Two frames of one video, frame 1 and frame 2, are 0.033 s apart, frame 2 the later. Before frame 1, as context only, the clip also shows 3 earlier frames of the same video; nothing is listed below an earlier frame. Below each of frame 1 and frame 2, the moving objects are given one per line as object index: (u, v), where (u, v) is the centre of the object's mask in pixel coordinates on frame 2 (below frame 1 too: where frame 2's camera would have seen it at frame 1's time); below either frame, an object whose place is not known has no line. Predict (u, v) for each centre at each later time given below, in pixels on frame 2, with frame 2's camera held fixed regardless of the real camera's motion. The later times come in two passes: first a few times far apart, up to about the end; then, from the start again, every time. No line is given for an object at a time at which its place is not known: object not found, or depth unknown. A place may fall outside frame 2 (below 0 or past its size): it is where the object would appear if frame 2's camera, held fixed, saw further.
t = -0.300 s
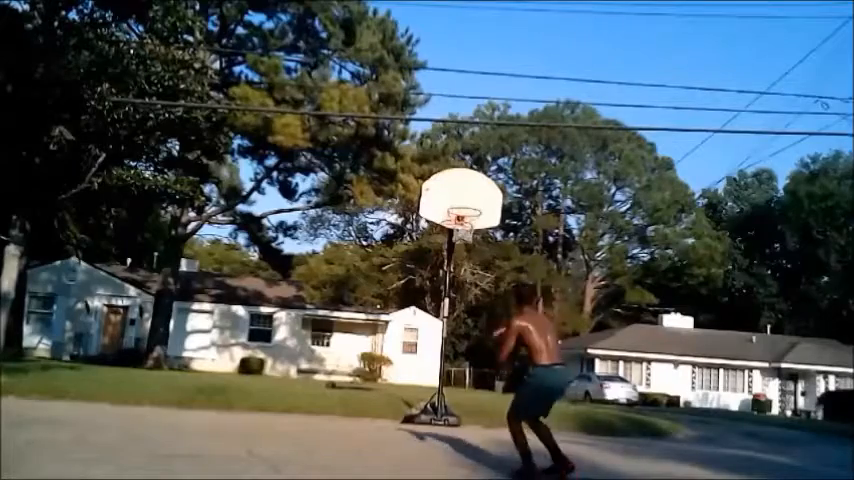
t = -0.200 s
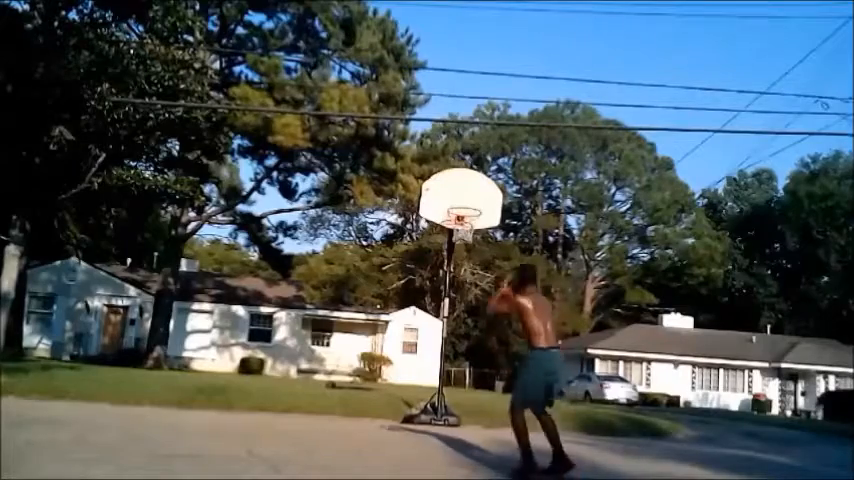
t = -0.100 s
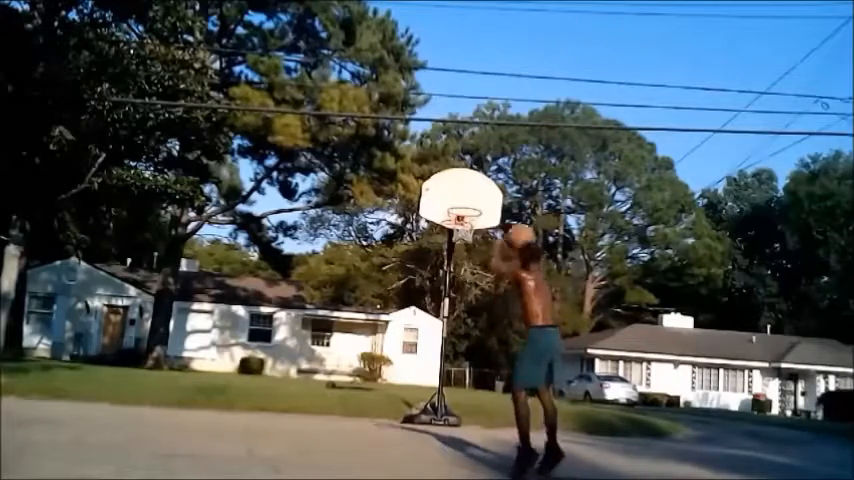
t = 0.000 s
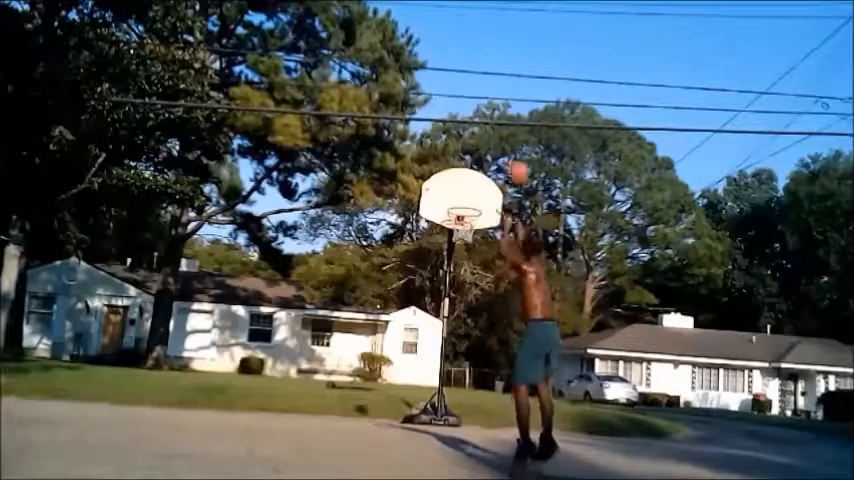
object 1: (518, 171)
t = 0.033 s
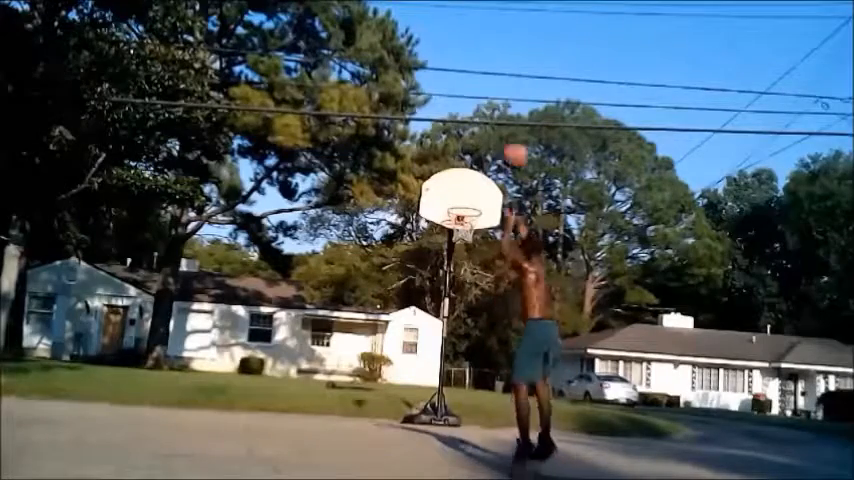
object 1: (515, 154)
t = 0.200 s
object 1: (506, 92)
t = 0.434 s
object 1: (496, 60)
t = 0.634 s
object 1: (487, 69)
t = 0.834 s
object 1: (478, 107)
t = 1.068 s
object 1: (466, 181)
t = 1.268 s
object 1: (459, 248)
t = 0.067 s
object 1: (515, 137)
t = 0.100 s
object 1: (511, 123)
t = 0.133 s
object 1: (508, 114)
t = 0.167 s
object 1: (507, 102)
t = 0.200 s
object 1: (506, 92)
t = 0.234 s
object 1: (504, 84)
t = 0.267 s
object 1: (502, 77)
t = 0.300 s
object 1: (501, 72)
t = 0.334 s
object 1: (500, 66)
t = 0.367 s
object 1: (499, 63)
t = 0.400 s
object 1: (497, 61)
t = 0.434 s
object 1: (496, 60)
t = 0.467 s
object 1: (494, 60)
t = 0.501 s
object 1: (493, 60)
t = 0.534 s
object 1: (492, 61)
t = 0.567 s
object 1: (490, 63)
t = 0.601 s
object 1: (488, 66)
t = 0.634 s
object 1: (487, 69)
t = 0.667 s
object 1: (485, 74)
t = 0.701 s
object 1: (483, 80)
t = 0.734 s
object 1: (482, 87)
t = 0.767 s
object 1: (480, 93)
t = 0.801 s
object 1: (478, 102)
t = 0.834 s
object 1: (478, 107)
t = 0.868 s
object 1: (475, 116)
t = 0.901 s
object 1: (473, 124)
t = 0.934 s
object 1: (472, 135)
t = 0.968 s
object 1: (471, 145)
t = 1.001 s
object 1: (471, 156)
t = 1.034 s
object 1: (469, 168)
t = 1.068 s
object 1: (466, 181)
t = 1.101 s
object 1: (464, 193)
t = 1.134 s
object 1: (463, 206)
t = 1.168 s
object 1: (460, 220)
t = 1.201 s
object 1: (458, 230)
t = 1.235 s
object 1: (460, 238)
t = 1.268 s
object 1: (459, 248)
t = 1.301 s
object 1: (458, 259)
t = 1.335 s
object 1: (456, 271)
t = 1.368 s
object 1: (456, 282)
